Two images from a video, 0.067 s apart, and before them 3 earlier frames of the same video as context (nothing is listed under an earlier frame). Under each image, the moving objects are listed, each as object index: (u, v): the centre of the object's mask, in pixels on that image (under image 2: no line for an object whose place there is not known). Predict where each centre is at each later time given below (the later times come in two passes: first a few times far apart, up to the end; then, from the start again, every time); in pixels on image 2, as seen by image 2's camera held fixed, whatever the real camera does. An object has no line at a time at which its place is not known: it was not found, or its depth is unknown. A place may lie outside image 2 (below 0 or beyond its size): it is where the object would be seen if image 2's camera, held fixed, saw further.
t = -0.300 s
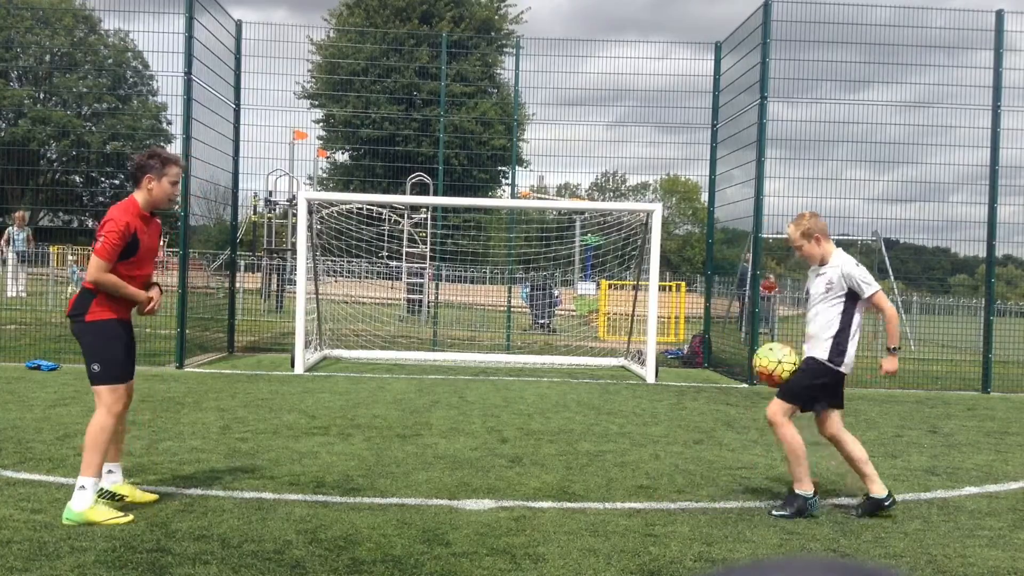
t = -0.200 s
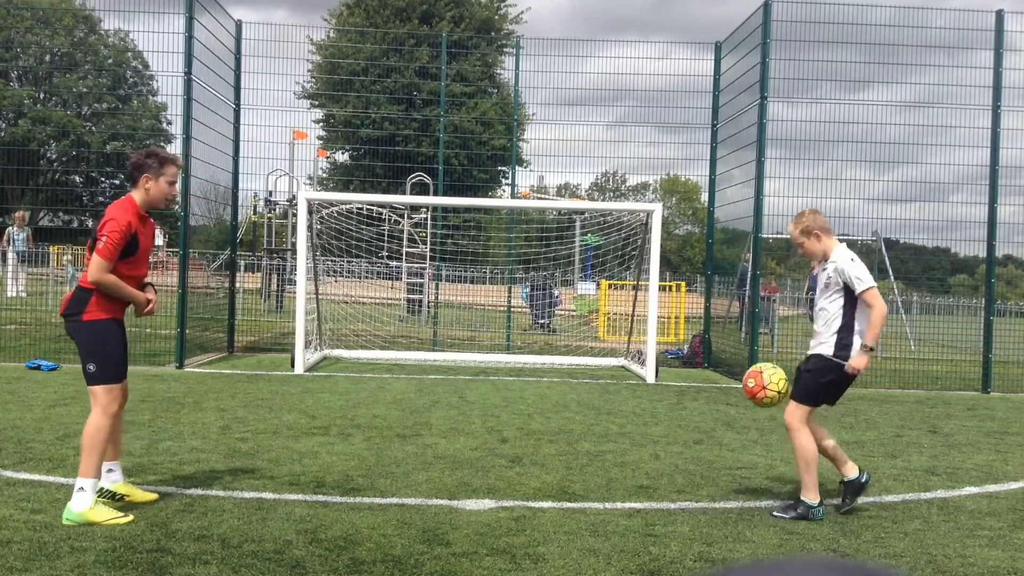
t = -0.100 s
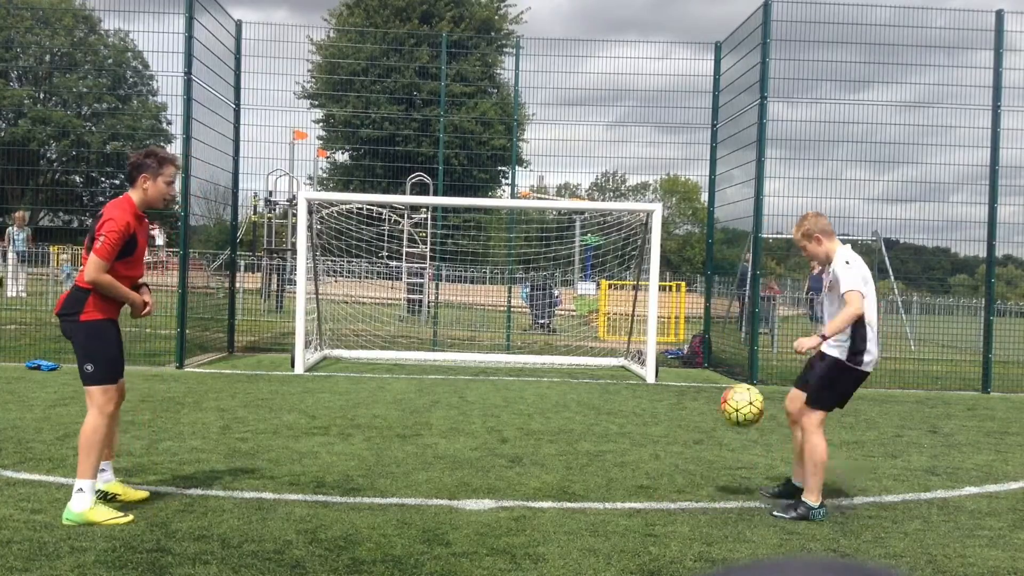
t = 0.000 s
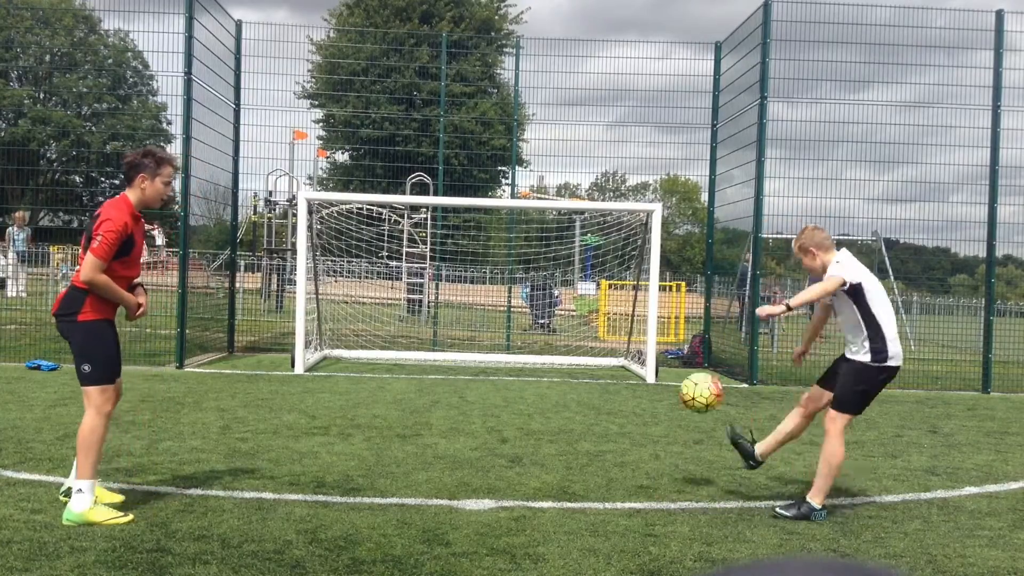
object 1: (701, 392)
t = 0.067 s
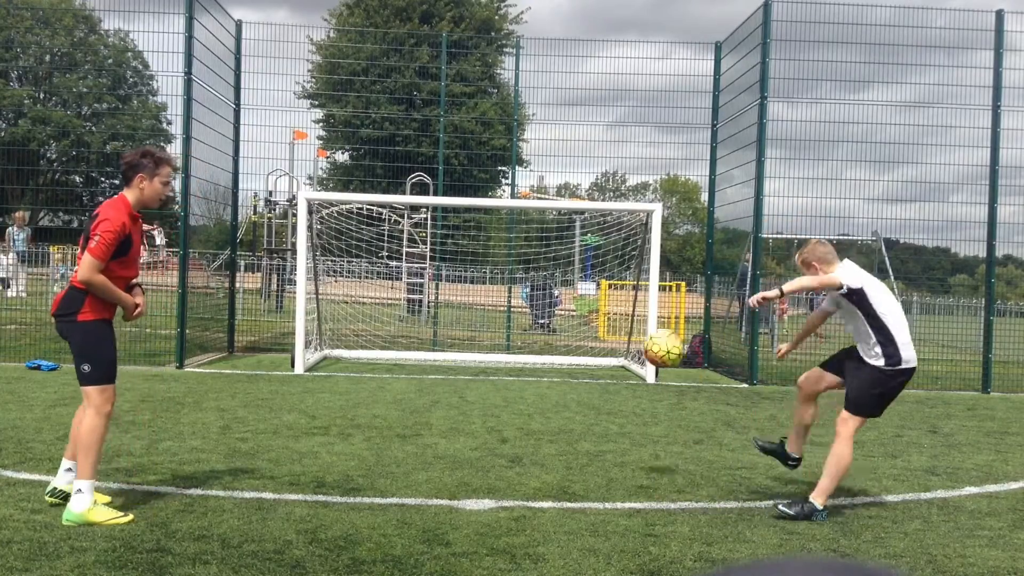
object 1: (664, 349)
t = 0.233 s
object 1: (579, 279)
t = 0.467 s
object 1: (479, 266)
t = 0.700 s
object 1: (394, 333)
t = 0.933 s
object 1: (335, 377)
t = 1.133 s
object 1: (312, 326)
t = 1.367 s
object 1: (286, 332)
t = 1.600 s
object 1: (261, 381)
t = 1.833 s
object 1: (242, 343)
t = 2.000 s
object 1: (227, 354)
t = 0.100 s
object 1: (645, 330)
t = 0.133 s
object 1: (628, 315)
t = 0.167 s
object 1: (612, 300)
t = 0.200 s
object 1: (595, 289)
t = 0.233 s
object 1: (579, 279)
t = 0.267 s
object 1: (564, 271)
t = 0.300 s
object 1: (549, 265)
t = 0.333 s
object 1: (534, 262)
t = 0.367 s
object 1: (520, 260)
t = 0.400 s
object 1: (506, 261)
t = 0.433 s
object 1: (492, 263)
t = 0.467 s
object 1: (479, 266)
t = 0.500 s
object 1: (466, 271)
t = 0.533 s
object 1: (453, 278)
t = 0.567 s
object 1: (441, 286)
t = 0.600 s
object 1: (429, 296)
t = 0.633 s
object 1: (416, 307)
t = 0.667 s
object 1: (405, 320)
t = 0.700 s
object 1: (394, 333)
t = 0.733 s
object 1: (383, 349)
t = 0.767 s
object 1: (371, 367)
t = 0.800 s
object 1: (360, 384)
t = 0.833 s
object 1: (350, 404)
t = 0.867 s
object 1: (343, 408)
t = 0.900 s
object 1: (339, 391)
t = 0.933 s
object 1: (335, 377)
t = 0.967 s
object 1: (331, 364)
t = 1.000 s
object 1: (327, 353)
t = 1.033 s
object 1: (323, 344)
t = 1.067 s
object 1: (320, 337)
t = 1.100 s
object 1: (316, 330)
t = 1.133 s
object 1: (312, 326)
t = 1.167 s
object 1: (308, 323)
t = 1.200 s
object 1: (305, 321)
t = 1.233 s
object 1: (301, 320)
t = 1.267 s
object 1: (298, 321)
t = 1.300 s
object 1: (294, 323)
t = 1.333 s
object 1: (290, 327)
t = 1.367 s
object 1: (286, 332)
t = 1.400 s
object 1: (282, 338)
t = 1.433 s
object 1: (279, 346)
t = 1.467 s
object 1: (275, 355)
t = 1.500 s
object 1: (272, 364)
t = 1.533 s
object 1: (268, 376)
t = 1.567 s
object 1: (265, 388)
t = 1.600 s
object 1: (261, 381)
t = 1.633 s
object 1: (259, 372)
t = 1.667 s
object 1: (256, 363)
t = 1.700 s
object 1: (253, 357)
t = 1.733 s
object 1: (251, 351)
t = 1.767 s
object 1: (248, 348)
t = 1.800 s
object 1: (245, 344)
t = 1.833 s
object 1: (242, 343)
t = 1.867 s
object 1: (239, 343)
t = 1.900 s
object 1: (236, 343)
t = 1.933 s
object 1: (233, 346)
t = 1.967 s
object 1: (230, 349)
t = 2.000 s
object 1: (227, 354)
